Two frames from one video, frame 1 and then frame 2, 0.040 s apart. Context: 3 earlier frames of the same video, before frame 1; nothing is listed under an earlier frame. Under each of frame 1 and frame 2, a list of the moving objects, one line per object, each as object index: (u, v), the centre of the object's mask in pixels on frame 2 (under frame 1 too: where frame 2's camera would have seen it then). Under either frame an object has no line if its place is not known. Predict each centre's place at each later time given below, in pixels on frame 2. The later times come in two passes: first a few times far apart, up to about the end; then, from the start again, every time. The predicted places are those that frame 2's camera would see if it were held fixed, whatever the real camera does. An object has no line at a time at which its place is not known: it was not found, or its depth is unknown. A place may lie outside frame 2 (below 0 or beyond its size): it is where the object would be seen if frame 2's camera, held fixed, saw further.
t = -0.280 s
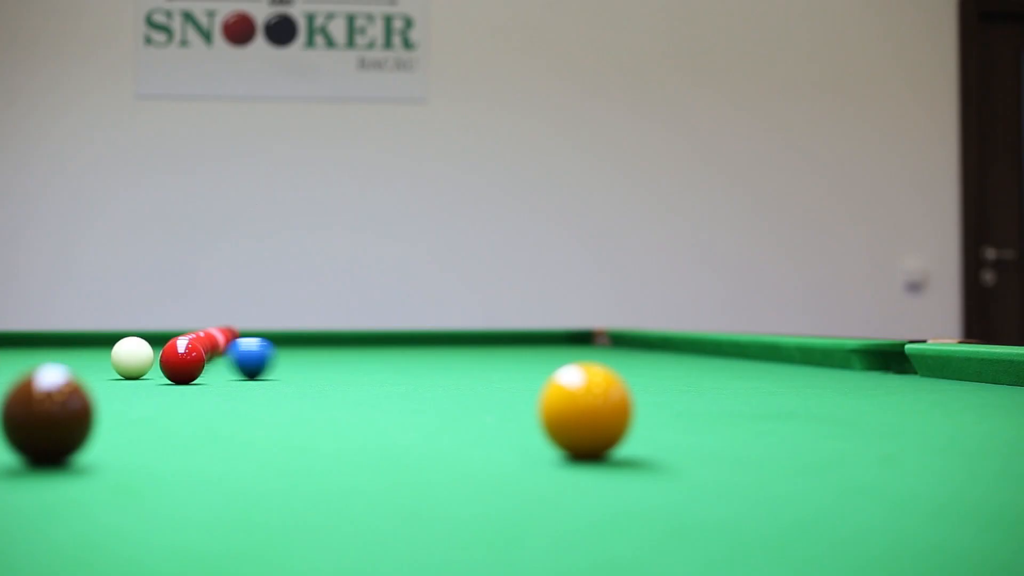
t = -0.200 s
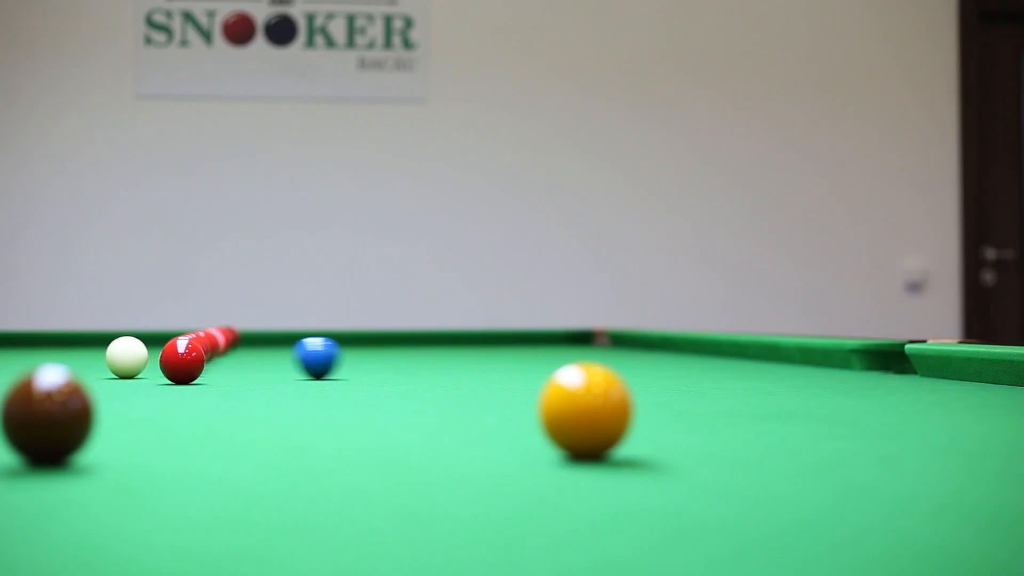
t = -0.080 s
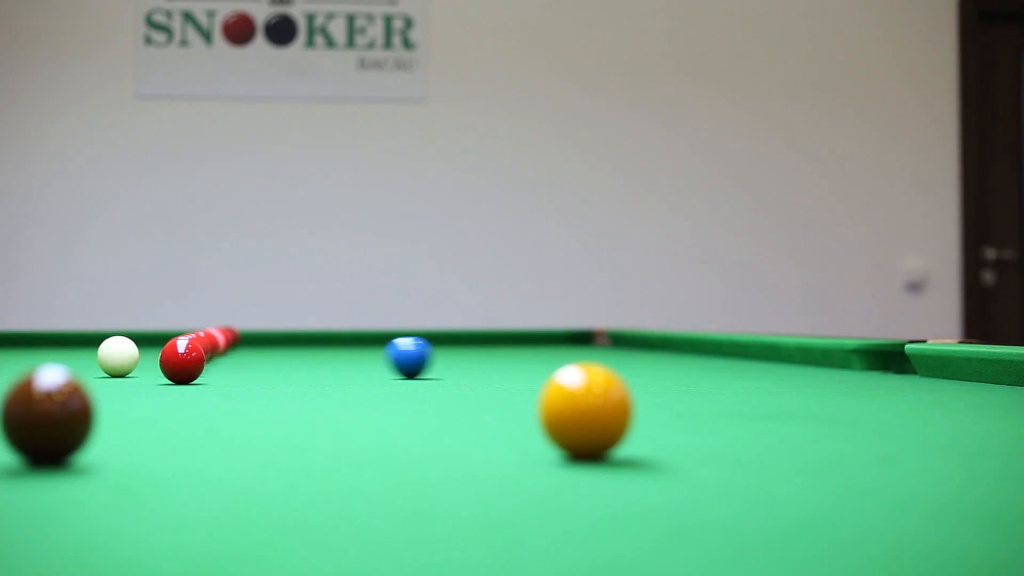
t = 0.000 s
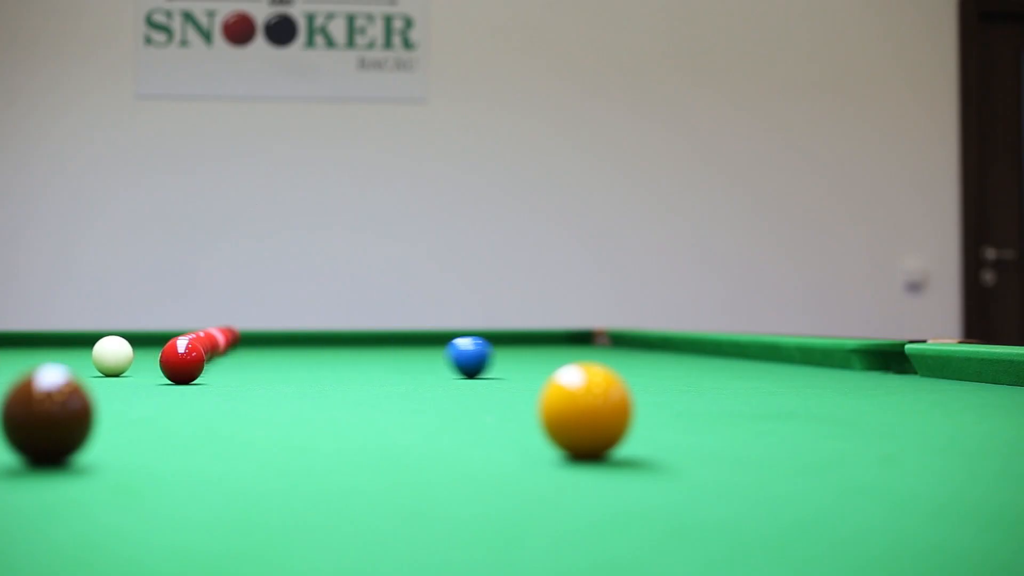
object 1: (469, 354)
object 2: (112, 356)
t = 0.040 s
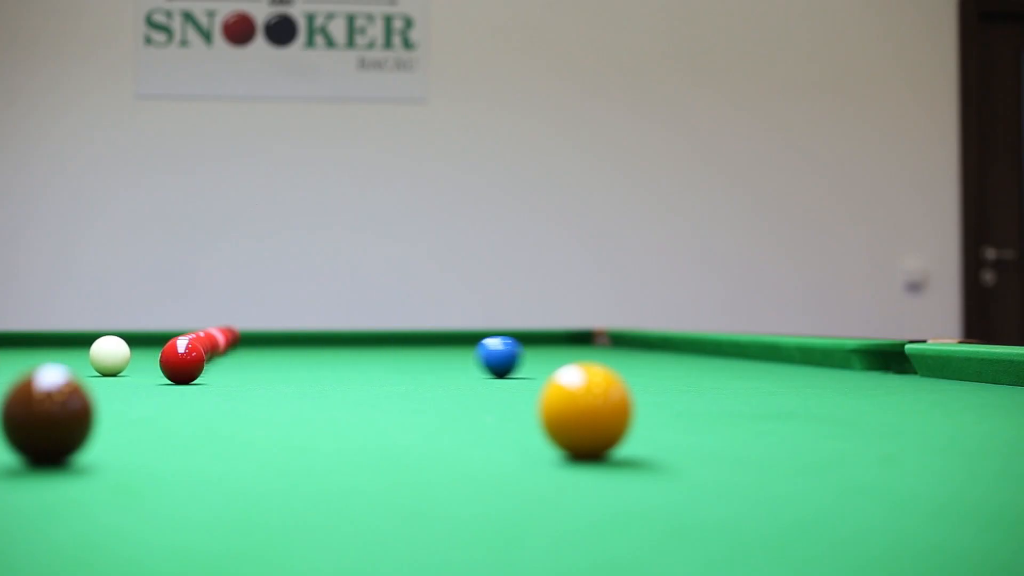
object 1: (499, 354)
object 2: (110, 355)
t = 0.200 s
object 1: (616, 352)
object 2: (99, 354)
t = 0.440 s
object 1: (780, 353)
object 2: (84, 353)
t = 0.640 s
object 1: (893, 354)
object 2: (73, 351)
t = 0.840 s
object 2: (62, 350)
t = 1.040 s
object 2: (51, 349)
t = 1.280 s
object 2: (40, 349)
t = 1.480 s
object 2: (32, 350)
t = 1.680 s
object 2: (24, 350)
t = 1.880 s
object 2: (17, 349)
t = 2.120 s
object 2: (13, 349)
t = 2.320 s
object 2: (10, 349)
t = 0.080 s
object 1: (528, 354)
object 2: (107, 355)
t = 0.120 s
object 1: (556, 351)
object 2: (104, 355)
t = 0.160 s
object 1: (586, 349)
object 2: (102, 355)
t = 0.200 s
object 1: (616, 352)
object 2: (99, 354)
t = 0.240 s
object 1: (643, 354)
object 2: (97, 354)
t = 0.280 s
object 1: (671, 354)
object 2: (94, 354)
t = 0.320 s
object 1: (698, 354)
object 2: (91, 354)
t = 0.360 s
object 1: (726, 354)
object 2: (89, 354)
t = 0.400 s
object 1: (753, 353)
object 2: (86, 353)
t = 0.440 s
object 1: (780, 353)
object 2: (84, 353)
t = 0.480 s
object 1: (806, 354)
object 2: (82, 353)
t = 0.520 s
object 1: (832, 353)
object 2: (79, 353)
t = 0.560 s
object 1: (858, 353)
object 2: (77, 352)
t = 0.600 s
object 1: (884, 353)
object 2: (75, 352)
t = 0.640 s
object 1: (893, 354)
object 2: (73, 351)
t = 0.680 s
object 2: (71, 351)
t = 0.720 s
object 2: (68, 350)
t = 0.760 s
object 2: (66, 350)
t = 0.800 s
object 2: (64, 350)
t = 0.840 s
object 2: (62, 350)
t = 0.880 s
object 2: (60, 349)
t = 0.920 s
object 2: (57, 349)
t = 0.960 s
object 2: (55, 349)
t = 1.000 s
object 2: (53, 349)
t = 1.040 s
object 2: (51, 349)
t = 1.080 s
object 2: (49, 349)
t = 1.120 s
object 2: (47, 349)
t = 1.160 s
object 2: (45, 349)
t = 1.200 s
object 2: (43, 349)
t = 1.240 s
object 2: (42, 349)
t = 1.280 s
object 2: (40, 349)
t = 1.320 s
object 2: (38, 350)
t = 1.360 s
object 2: (36, 350)
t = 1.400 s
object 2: (35, 350)
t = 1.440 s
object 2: (33, 350)
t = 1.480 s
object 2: (32, 350)
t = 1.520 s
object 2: (30, 350)
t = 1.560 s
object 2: (28, 350)
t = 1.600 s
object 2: (27, 350)
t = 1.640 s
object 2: (25, 350)
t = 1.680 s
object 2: (24, 350)
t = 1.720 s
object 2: (23, 350)
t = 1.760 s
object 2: (21, 349)
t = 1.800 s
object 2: (20, 349)
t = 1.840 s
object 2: (18, 349)
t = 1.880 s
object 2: (17, 349)
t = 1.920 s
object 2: (16, 349)
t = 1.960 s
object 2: (15, 349)
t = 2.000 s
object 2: (15, 349)
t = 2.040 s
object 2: (14, 349)
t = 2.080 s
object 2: (13, 349)
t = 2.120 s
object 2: (13, 349)
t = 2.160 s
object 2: (12, 349)
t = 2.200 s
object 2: (12, 349)
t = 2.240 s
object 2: (11, 349)
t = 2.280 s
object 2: (11, 349)
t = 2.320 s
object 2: (10, 349)
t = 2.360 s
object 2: (10, 349)
